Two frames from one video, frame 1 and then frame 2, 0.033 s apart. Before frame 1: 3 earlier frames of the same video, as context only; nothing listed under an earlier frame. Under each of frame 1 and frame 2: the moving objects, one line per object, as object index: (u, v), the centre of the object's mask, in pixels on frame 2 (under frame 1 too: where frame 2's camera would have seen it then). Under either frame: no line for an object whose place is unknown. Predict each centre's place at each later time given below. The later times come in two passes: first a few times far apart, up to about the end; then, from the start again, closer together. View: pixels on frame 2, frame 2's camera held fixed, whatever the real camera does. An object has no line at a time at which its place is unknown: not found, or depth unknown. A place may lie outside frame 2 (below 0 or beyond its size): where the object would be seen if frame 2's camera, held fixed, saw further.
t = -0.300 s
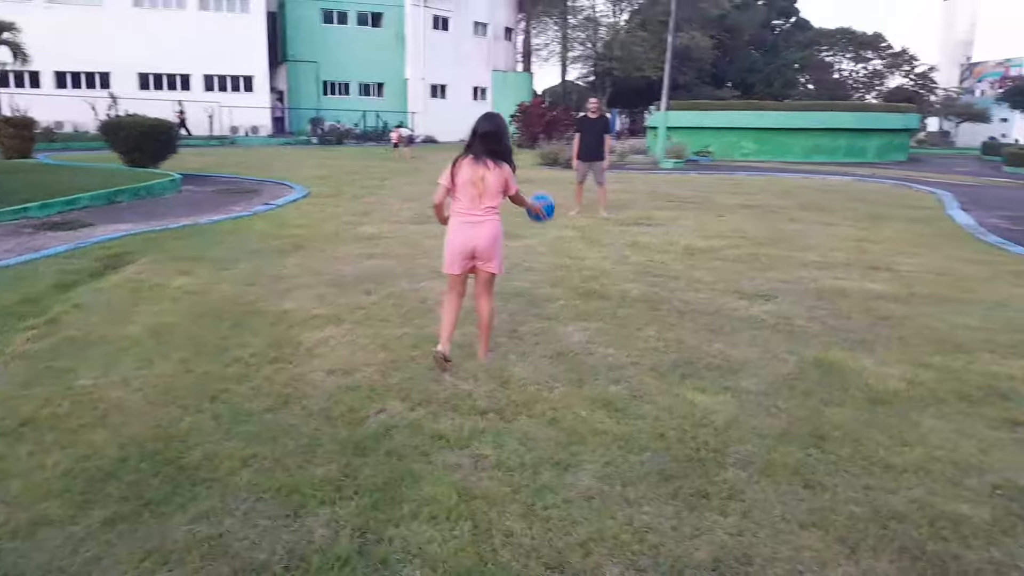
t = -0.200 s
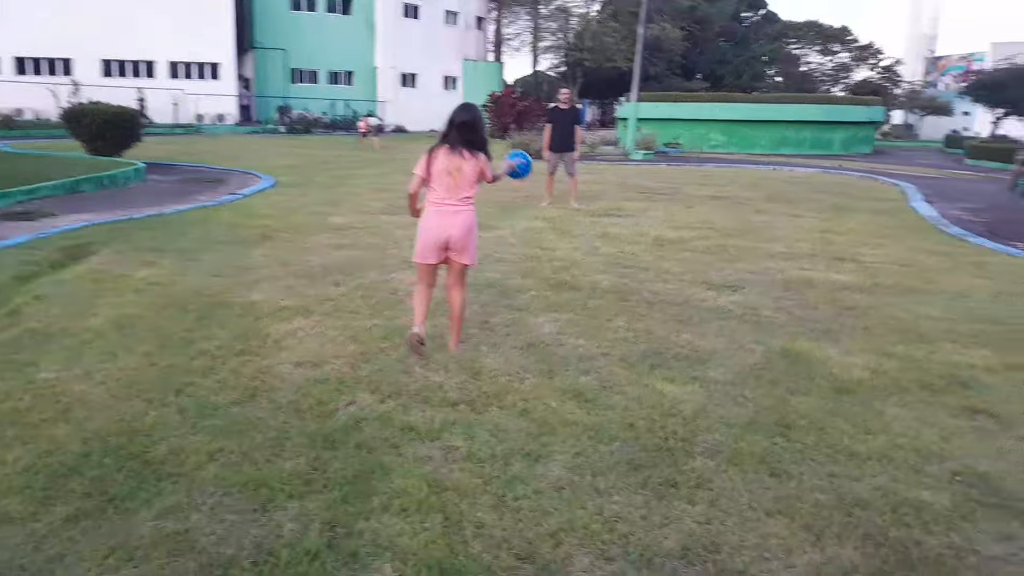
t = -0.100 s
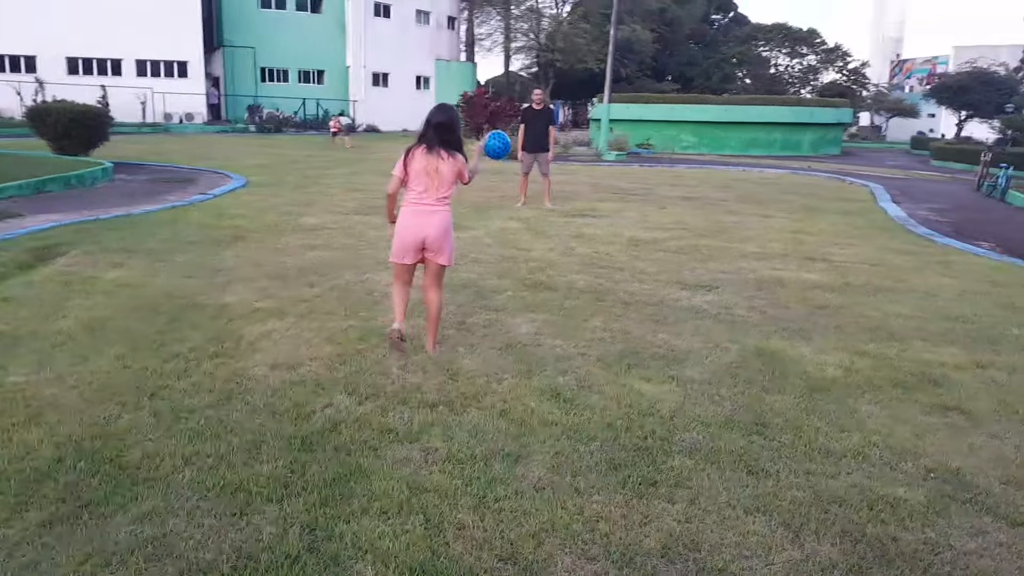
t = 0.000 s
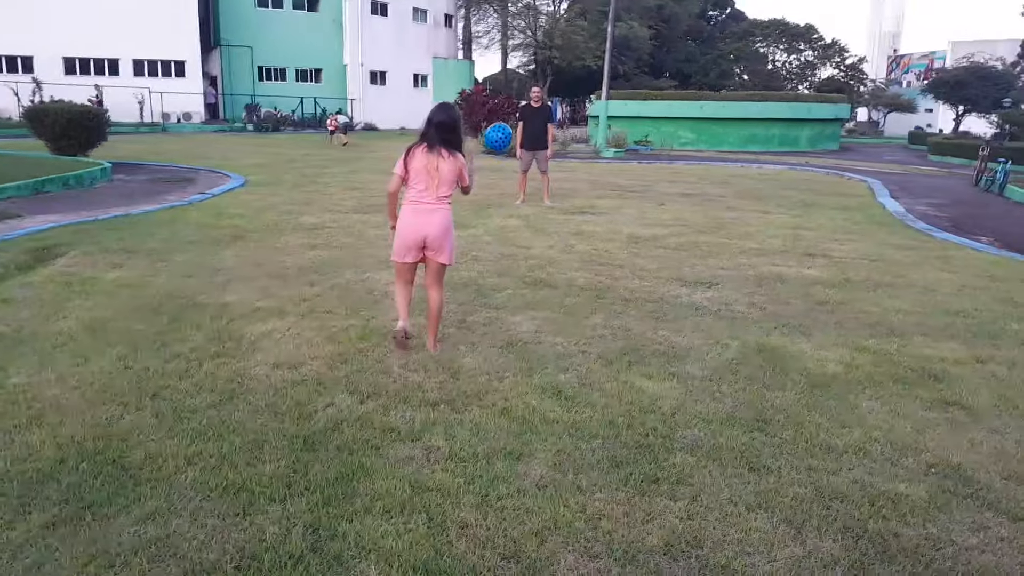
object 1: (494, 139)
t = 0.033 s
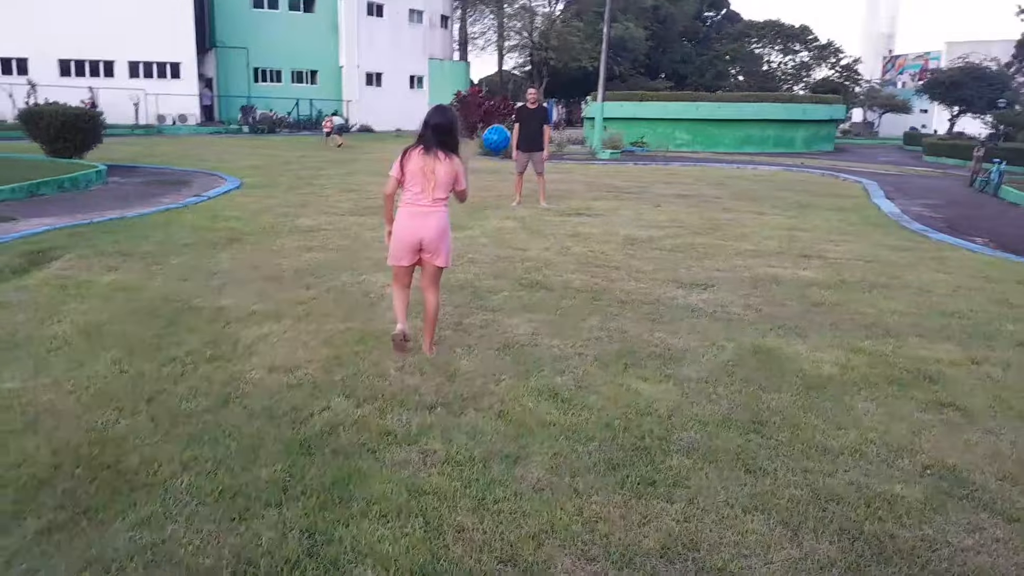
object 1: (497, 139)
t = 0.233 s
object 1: (501, 172)
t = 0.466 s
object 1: (505, 261)
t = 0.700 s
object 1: (512, 260)
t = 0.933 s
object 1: (520, 279)
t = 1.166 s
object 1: (527, 277)
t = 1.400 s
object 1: (534, 276)
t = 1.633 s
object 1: (537, 275)
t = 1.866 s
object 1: (537, 276)
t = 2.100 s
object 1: (537, 276)
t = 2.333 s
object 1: (536, 276)
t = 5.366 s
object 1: (536, 276)
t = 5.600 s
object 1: (536, 276)
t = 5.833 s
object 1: (536, 276)
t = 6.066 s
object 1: (536, 276)
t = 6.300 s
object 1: (536, 276)
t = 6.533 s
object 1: (536, 277)
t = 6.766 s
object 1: (536, 276)
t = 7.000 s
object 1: (536, 276)
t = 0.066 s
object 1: (497, 141)
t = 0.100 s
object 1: (498, 144)
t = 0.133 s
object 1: (499, 150)
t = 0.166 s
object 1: (500, 156)
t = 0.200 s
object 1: (501, 163)
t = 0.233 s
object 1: (501, 172)
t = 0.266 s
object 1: (503, 182)
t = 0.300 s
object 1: (503, 193)
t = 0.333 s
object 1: (503, 205)
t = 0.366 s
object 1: (504, 218)
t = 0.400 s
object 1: (504, 231)
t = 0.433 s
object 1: (504, 246)
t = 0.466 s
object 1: (505, 261)
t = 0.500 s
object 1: (506, 279)
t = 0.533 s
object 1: (506, 281)
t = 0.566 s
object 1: (508, 274)
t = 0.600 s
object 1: (509, 269)
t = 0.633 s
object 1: (510, 264)
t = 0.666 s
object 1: (511, 262)
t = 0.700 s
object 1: (512, 260)
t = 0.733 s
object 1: (513, 260)
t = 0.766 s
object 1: (514, 260)
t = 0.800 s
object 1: (515, 263)
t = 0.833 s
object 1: (516, 266)
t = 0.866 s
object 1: (518, 270)
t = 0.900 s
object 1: (519, 276)
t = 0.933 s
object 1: (520, 279)
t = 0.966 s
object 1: (521, 277)
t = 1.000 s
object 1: (522, 276)
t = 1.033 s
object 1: (523, 276)
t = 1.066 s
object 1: (523, 276)
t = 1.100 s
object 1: (525, 277)
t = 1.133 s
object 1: (526, 277)
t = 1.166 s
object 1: (527, 277)
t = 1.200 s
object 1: (529, 277)
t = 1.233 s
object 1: (530, 277)
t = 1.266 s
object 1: (531, 276)
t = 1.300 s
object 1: (532, 276)
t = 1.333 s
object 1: (533, 276)
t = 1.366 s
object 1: (533, 276)
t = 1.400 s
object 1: (534, 276)
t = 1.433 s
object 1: (535, 276)
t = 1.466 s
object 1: (535, 275)
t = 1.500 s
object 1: (536, 275)
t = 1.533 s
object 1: (536, 275)
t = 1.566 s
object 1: (537, 275)
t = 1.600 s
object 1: (537, 275)
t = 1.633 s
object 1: (537, 275)
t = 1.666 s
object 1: (537, 275)
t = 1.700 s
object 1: (537, 275)
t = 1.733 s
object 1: (537, 275)
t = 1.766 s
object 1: (537, 275)
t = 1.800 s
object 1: (537, 276)
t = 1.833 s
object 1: (537, 275)
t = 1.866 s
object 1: (537, 276)
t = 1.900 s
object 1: (537, 275)
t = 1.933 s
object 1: (537, 275)
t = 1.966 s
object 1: (537, 275)
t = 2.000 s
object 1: (537, 275)
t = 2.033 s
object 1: (536, 275)
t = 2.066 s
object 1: (536, 276)
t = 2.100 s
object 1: (537, 276)
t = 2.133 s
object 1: (536, 275)
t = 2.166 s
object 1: (536, 276)
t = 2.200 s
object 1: (536, 276)
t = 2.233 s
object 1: (536, 276)
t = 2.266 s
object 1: (536, 276)
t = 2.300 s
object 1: (536, 276)
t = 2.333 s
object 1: (536, 276)
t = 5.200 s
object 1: (537, 277)
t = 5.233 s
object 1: (537, 277)
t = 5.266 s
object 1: (537, 277)
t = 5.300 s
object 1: (536, 277)
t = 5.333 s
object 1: (536, 276)
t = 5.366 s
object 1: (536, 276)
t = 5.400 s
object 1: (536, 276)
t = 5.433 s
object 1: (536, 276)
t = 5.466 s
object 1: (536, 276)
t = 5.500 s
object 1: (536, 276)
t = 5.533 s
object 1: (536, 276)
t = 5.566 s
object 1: (536, 276)
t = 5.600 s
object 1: (536, 276)
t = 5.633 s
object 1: (536, 276)
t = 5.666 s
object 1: (536, 277)
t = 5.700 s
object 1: (536, 276)
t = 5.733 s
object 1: (536, 276)
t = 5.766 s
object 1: (536, 276)
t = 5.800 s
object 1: (536, 276)
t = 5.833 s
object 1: (536, 276)
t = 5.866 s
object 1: (536, 276)
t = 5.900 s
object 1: (536, 276)
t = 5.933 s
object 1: (536, 276)
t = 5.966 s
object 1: (536, 276)
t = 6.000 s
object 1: (536, 276)
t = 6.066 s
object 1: (536, 276)
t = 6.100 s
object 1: (536, 276)
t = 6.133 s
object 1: (536, 276)
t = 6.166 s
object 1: (536, 276)
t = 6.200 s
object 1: (536, 276)
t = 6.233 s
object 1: (536, 276)
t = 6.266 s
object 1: (536, 276)
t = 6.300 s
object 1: (536, 276)
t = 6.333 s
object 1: (536, 276)
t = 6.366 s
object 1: (536, 276)
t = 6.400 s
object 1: (536, 276)
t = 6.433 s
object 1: (536, 276)
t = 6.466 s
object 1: (536, 276)
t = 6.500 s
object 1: (536, 276)
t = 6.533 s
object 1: (536, 277)
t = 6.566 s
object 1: (536, 276)
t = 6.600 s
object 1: (536, 276)
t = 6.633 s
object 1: (536, 276)
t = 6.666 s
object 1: (536, 276)
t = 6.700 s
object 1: (536, 276)
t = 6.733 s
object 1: (536, 276)
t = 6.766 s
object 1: (536, 276)
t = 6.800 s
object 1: (536, 276)
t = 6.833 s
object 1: (536, 276)
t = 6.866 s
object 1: (536, 276)
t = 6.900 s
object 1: (536, 276)
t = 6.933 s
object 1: (536, 276)
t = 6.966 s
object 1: (536, 276)
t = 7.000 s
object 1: (536, 276)
